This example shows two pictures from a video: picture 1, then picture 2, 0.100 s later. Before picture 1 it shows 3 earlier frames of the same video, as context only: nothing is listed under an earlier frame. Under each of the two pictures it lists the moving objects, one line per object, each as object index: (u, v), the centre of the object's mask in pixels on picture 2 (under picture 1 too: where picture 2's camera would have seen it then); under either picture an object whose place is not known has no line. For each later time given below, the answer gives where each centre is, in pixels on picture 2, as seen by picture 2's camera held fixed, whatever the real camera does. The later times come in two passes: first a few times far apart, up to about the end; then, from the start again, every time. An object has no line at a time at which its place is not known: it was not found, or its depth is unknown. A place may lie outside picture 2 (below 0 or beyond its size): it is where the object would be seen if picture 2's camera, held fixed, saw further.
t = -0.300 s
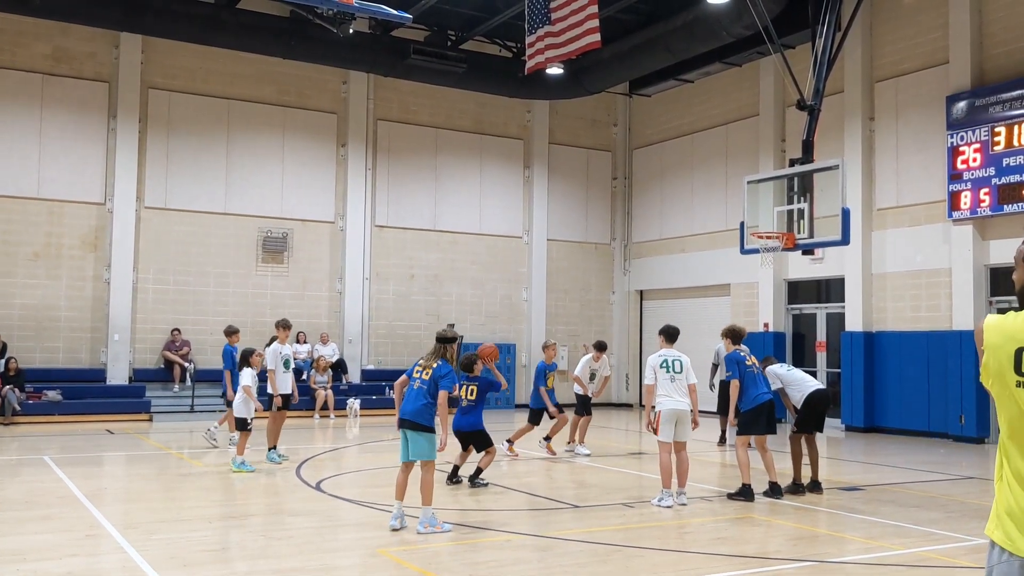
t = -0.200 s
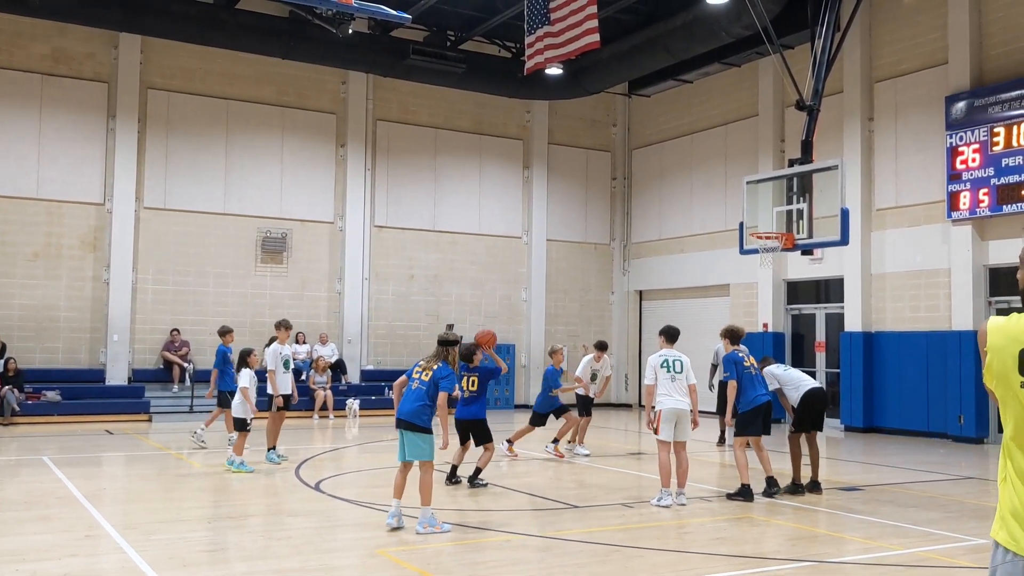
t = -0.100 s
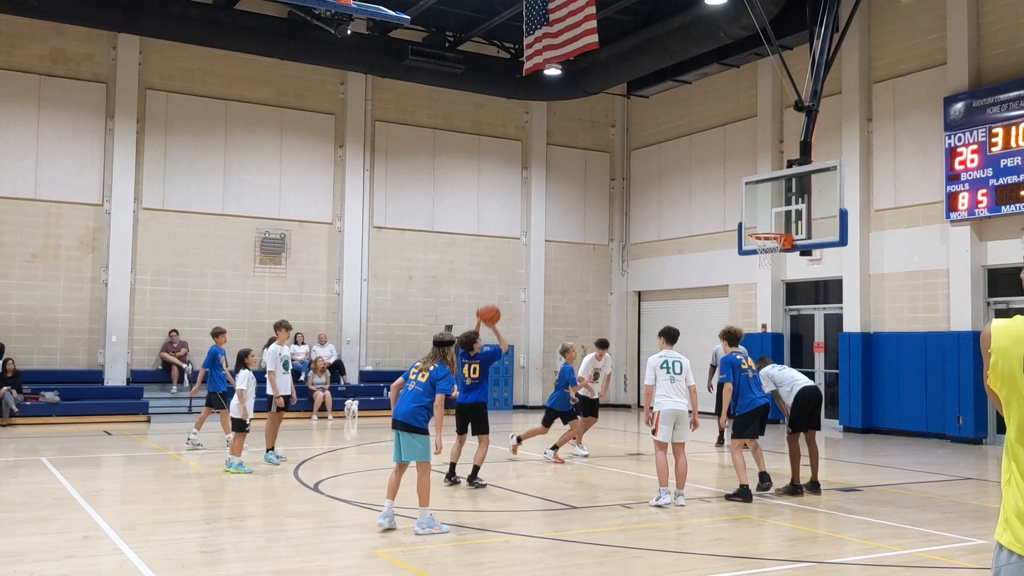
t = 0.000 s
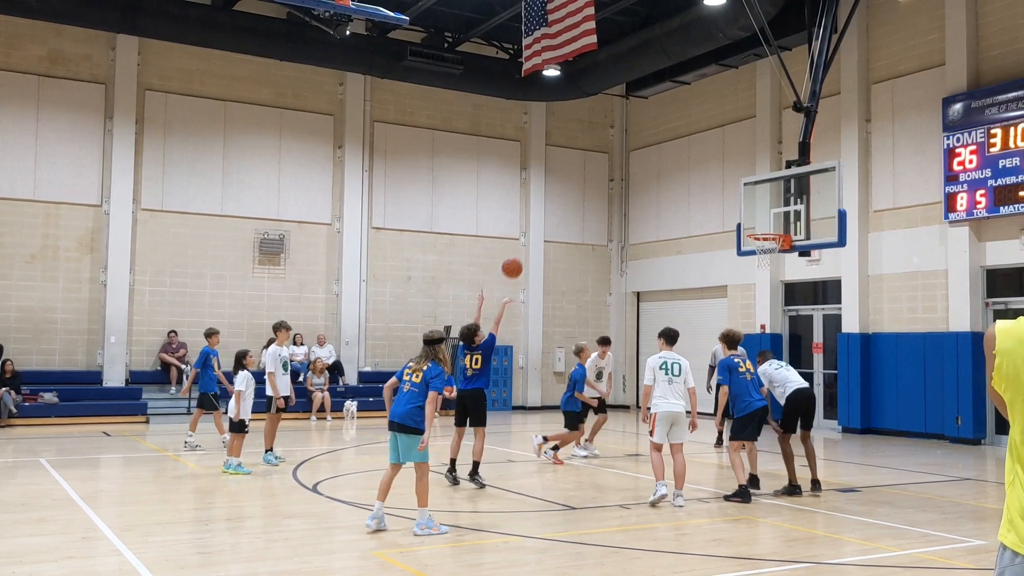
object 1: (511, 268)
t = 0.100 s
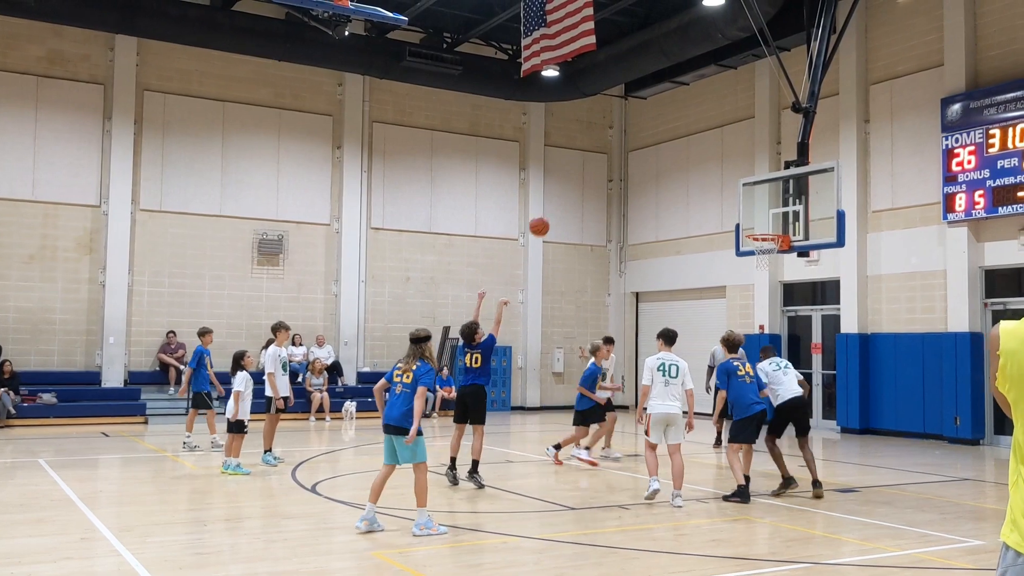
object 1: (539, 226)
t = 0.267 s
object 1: (583, 178)
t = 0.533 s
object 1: (648, 150)
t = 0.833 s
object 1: (713, 184)
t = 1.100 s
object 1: (743, 216)
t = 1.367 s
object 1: (735, 215)
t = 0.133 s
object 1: (548, 215)
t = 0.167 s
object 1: (557, 204)
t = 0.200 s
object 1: (566, 195)
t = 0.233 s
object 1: (574, 185)
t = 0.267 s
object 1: (583, 178)
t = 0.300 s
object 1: (591, 171)
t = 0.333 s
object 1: (600, 165)
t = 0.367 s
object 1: (608, 160)
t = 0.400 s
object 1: (616, 156)
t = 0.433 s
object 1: (624, 153)
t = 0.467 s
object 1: (632, 151)
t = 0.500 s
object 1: (640, 150)
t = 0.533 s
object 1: (648, 150)
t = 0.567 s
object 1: (655, 150)
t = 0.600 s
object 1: (662, 152)
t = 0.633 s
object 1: (670, 154)
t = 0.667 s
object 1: (677, 157)
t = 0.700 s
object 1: (685, 161)
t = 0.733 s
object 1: (692, 165)
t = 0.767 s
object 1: (699, 171)
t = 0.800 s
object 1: (706, 177)
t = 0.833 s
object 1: (713, 184)
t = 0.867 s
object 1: (720, 191)
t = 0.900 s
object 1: (727, 200)
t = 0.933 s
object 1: (733, 209)
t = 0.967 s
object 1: (740, 218)
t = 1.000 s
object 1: (746, 228)
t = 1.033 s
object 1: (746, 224)
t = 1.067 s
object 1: (744, 220)
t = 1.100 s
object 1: (743, 216)
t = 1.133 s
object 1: (742, 213)
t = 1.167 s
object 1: (741, 211)
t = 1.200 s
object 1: (740, 209)
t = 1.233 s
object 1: (739, 209)
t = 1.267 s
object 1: (738, 209)
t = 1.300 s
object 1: (737, 210)
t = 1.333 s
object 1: (736, 212)
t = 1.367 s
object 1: (735, 215)
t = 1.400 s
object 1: (734, 218)
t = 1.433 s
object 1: (733, 223)
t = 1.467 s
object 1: (732, 228)
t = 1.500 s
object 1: (731, 233)
